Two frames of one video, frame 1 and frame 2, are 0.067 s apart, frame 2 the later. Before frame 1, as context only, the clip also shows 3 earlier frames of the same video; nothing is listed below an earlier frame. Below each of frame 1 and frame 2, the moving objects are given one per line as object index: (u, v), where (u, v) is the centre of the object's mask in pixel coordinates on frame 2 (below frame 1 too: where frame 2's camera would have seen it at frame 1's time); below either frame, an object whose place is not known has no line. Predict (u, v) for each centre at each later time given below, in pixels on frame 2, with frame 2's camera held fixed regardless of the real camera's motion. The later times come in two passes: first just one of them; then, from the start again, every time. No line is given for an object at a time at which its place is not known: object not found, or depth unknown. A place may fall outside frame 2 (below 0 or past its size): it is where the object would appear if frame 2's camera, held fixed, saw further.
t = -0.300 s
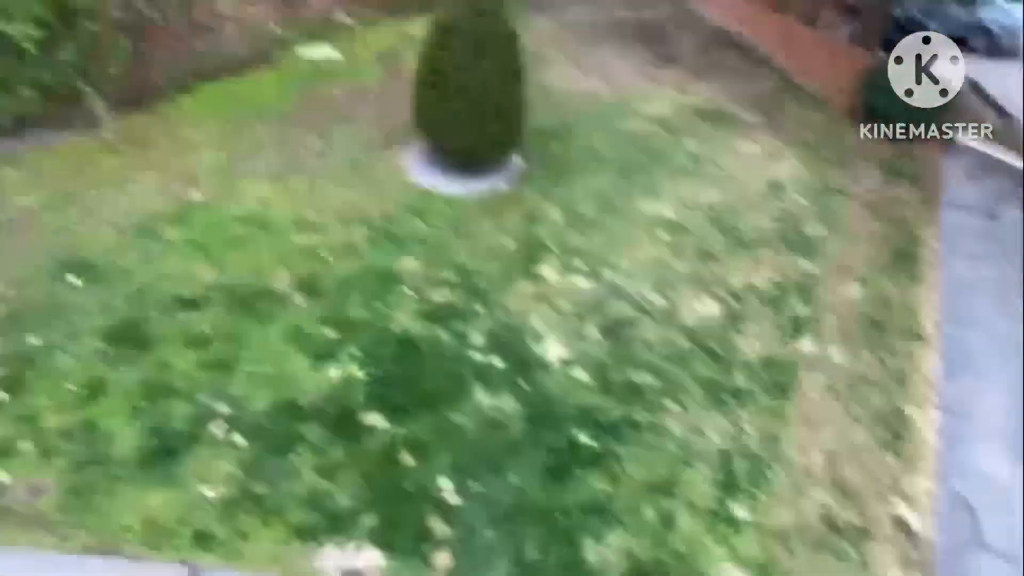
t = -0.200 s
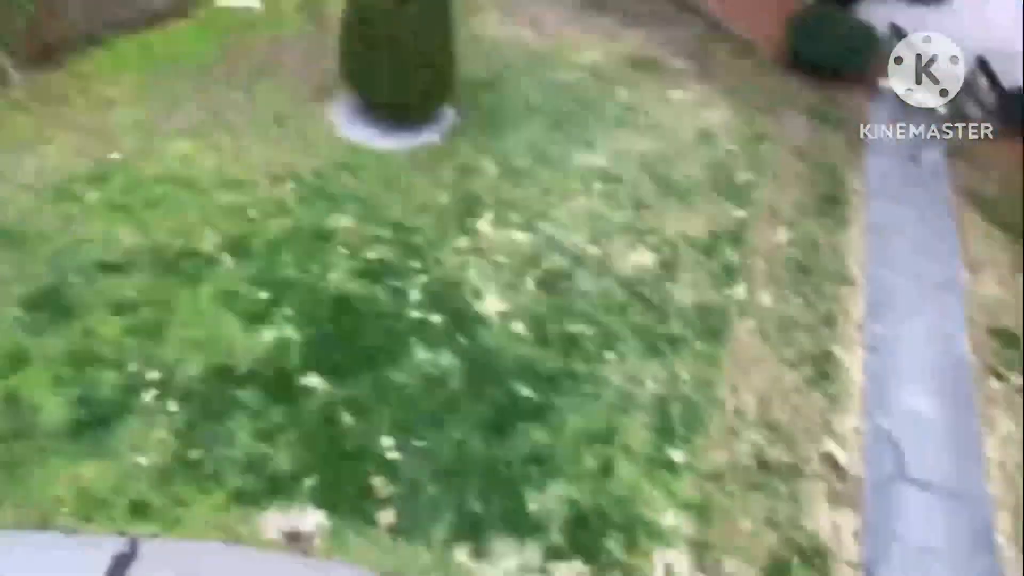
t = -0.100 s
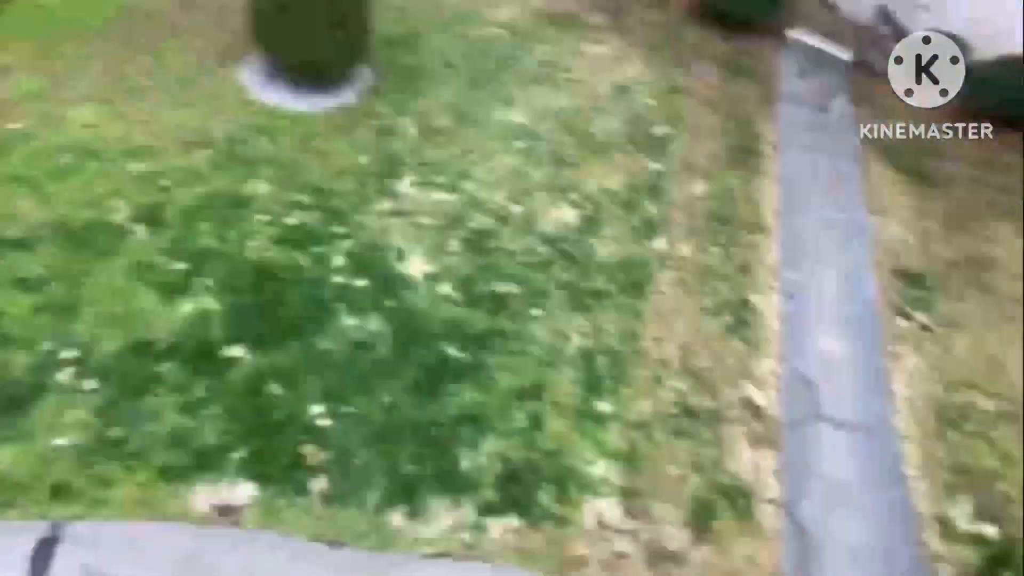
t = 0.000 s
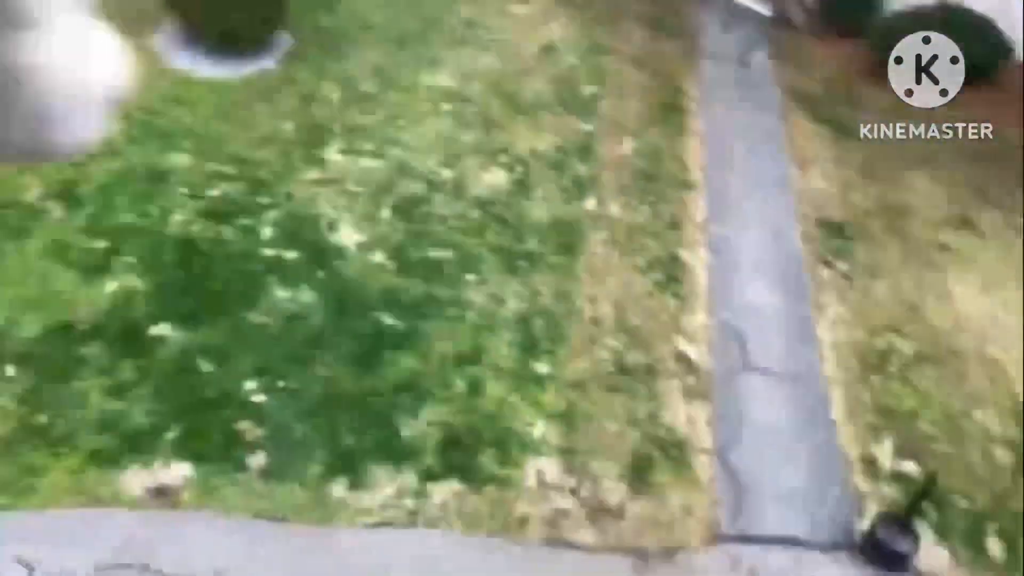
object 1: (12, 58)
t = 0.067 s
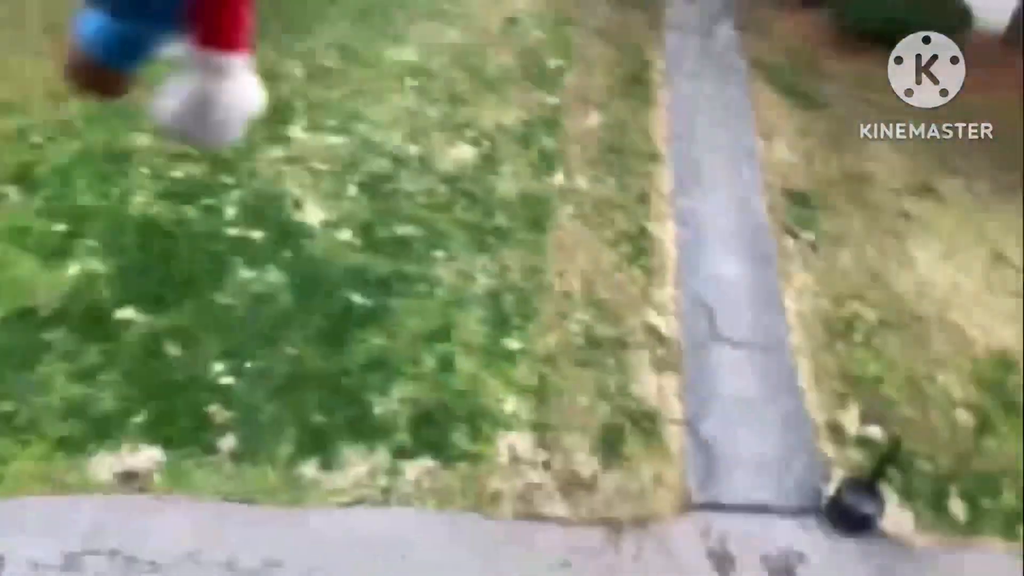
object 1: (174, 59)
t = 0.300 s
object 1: (425, 271)
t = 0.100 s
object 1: (242, 69)
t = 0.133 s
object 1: (311, 79)
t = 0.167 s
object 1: (372, 101)
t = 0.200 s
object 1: (401, 140)
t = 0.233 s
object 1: (411, 188)
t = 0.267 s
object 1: (418, 231)
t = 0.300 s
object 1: (425, 271)
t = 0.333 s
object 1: (428, 308)
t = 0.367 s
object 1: (428, 341)
